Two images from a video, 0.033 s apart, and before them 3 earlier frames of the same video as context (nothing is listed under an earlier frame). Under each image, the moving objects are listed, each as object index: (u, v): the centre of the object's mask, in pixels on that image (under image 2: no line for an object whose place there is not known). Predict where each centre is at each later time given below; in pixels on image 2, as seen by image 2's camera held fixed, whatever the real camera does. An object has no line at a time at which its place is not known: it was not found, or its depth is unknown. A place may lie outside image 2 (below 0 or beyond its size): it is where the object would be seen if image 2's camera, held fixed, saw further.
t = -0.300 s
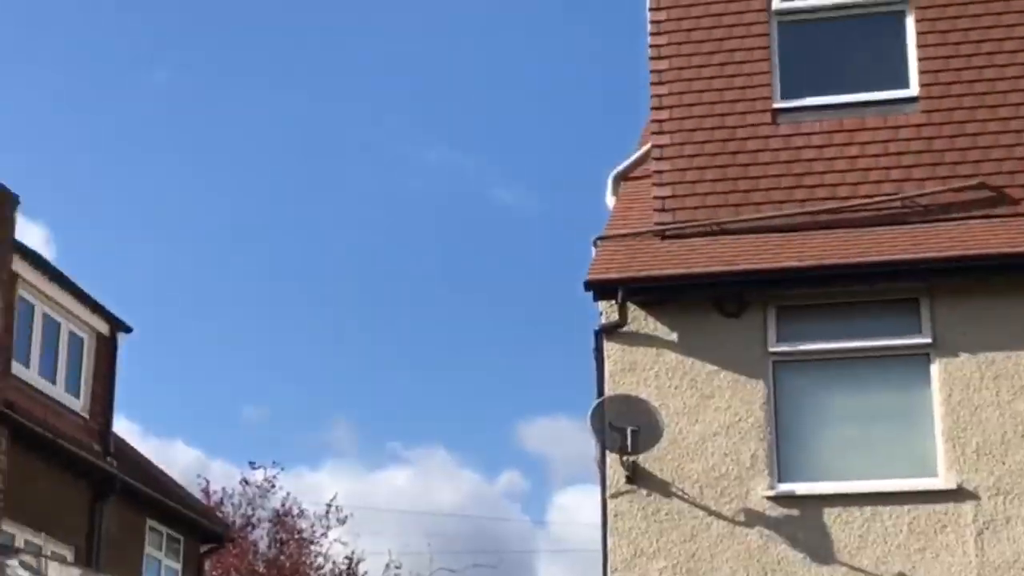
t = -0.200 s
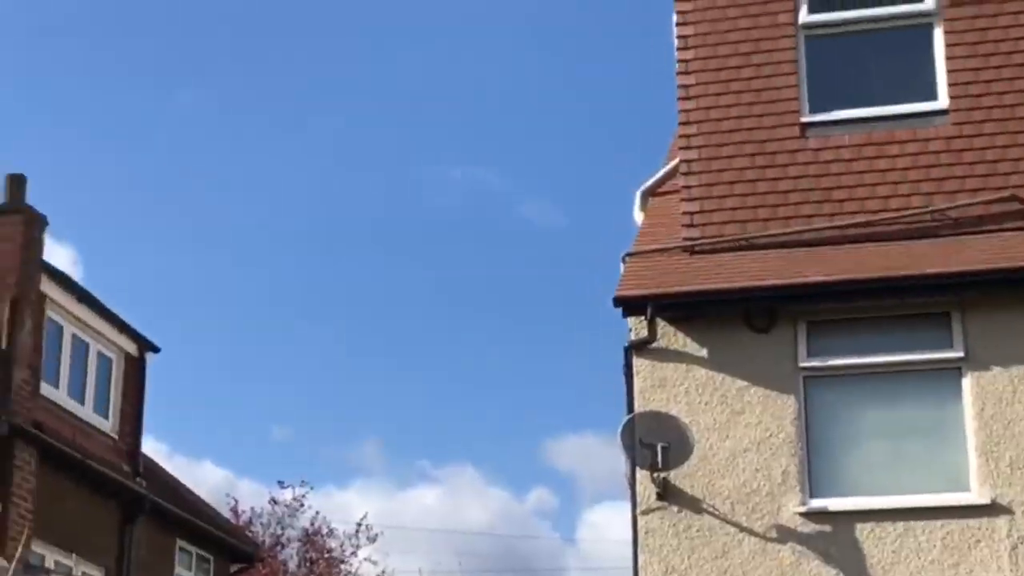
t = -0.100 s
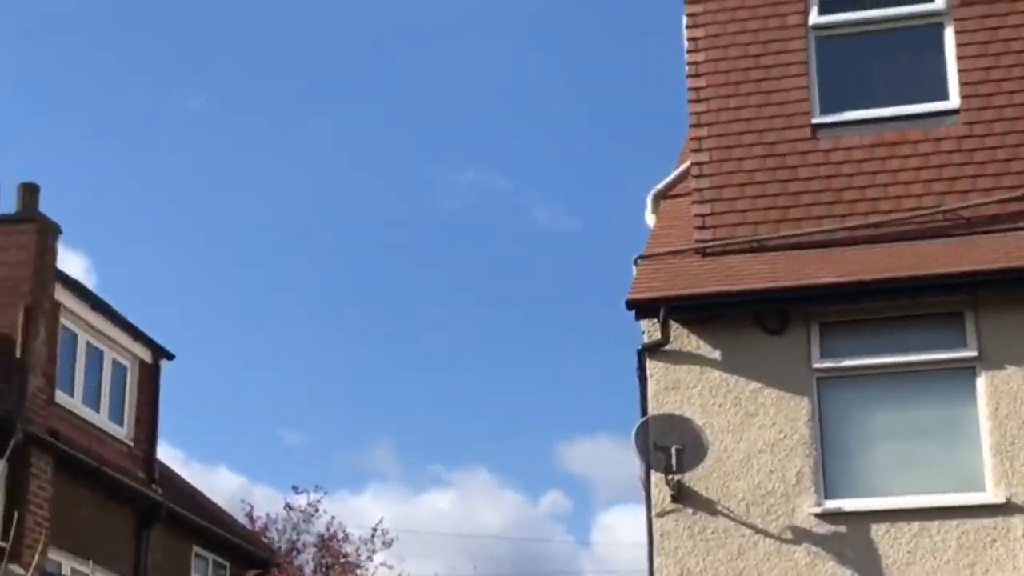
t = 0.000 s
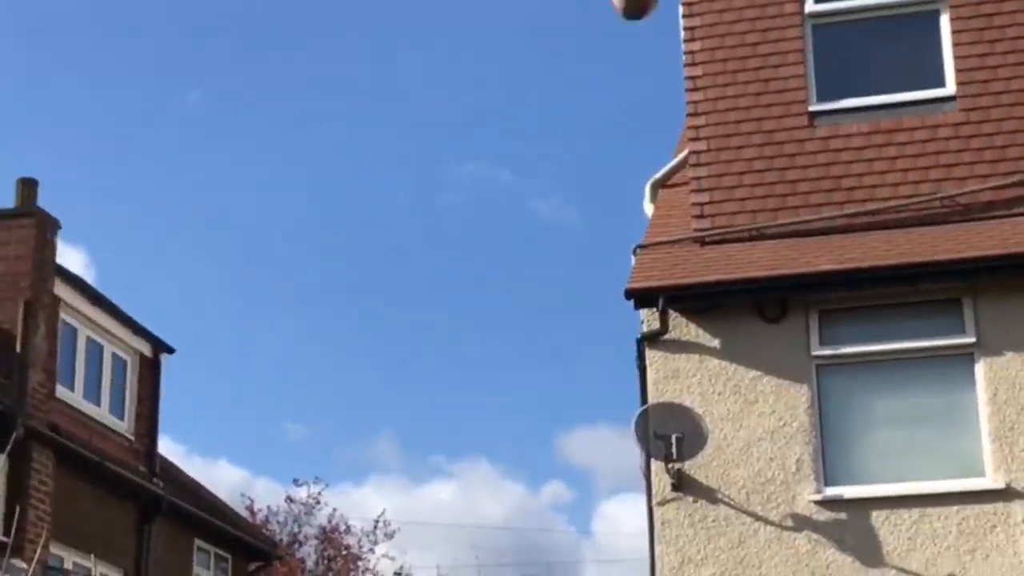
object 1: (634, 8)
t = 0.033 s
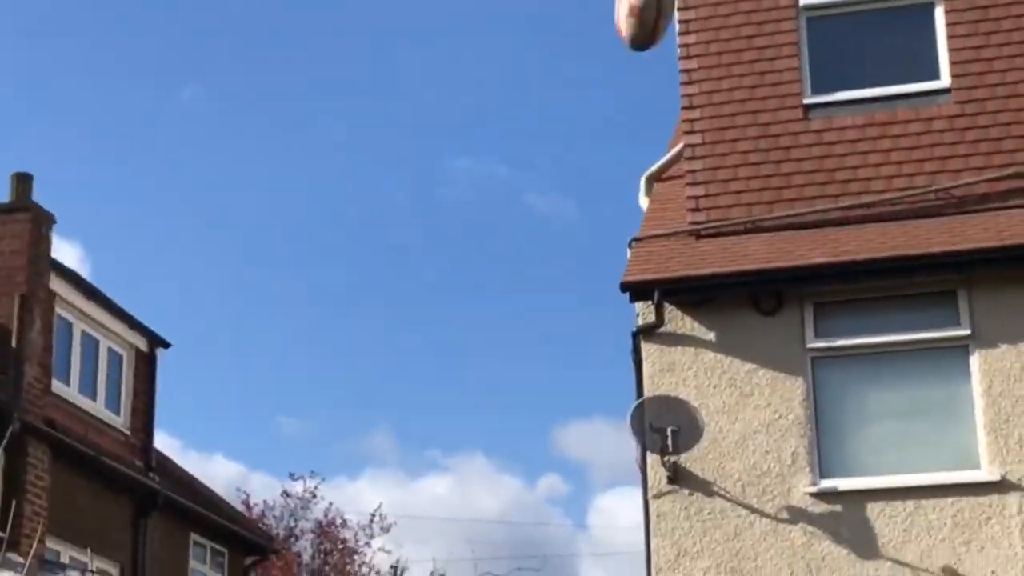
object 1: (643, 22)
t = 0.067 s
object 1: (658, 48)
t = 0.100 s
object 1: (672, 90)
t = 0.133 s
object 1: (686, 137)
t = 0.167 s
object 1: (698, 186)
